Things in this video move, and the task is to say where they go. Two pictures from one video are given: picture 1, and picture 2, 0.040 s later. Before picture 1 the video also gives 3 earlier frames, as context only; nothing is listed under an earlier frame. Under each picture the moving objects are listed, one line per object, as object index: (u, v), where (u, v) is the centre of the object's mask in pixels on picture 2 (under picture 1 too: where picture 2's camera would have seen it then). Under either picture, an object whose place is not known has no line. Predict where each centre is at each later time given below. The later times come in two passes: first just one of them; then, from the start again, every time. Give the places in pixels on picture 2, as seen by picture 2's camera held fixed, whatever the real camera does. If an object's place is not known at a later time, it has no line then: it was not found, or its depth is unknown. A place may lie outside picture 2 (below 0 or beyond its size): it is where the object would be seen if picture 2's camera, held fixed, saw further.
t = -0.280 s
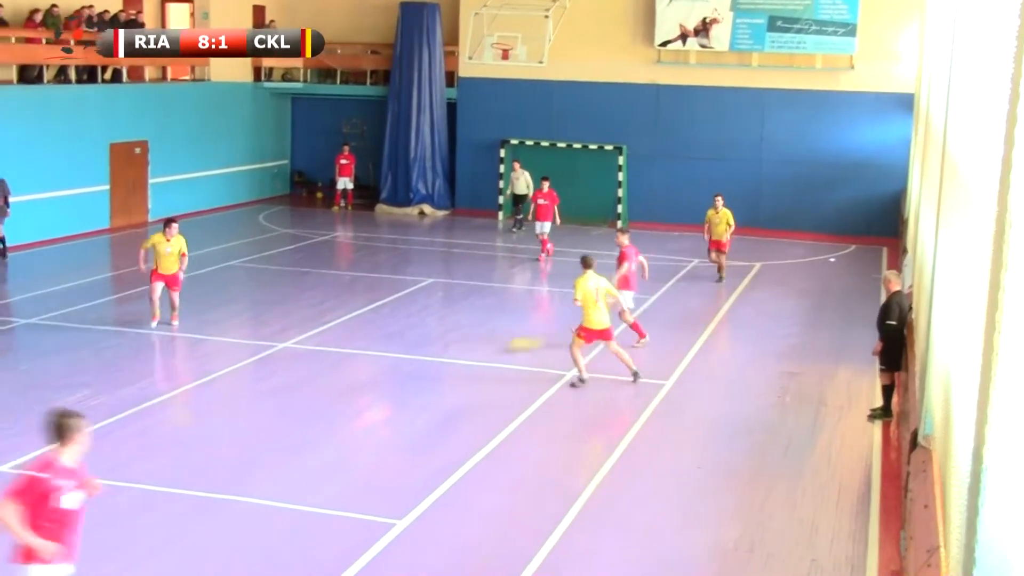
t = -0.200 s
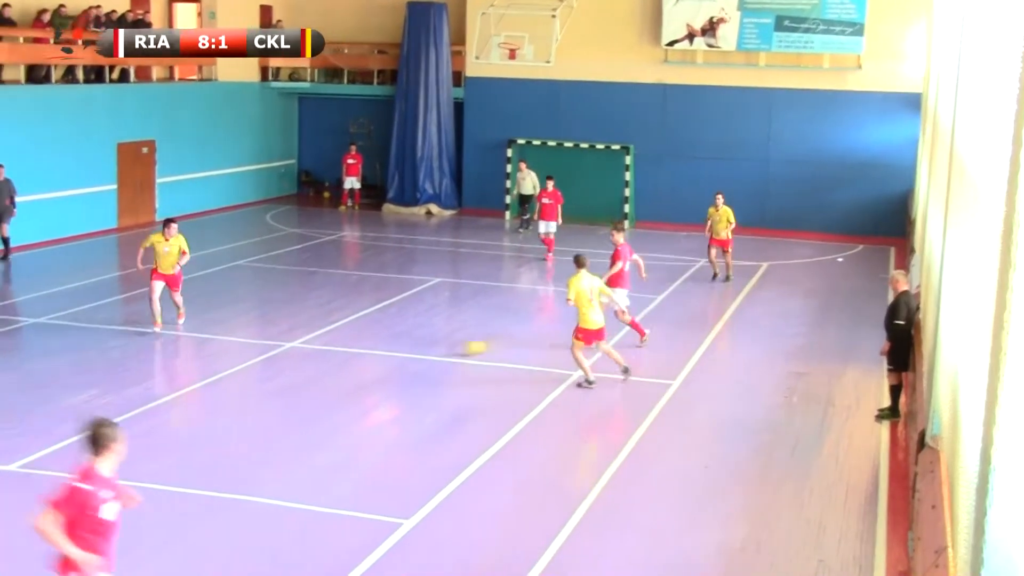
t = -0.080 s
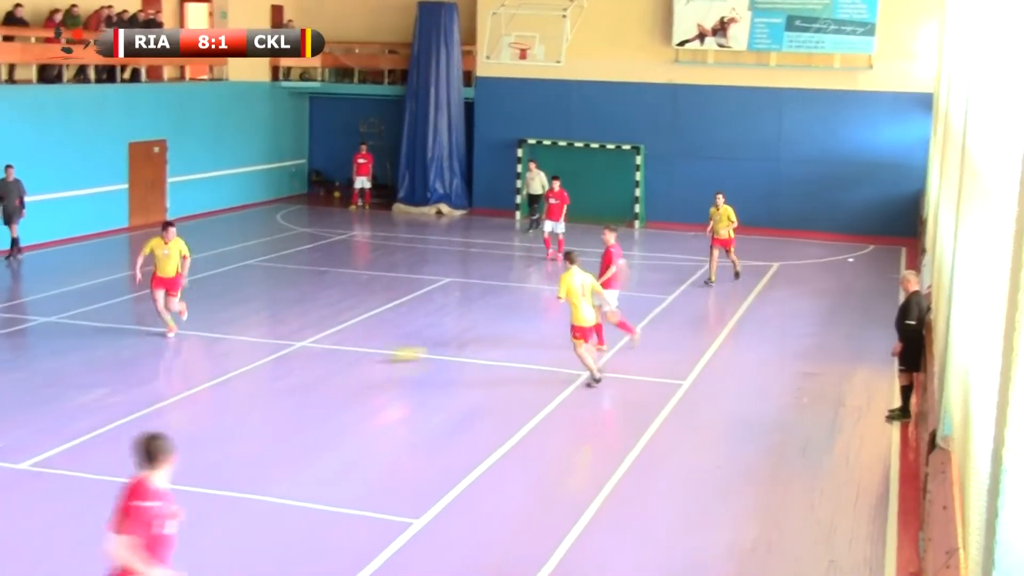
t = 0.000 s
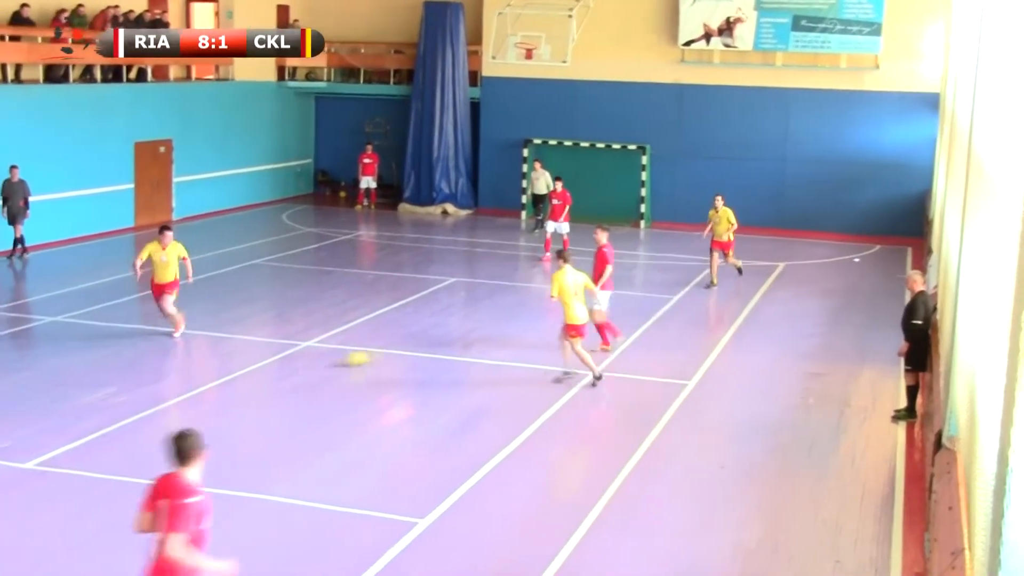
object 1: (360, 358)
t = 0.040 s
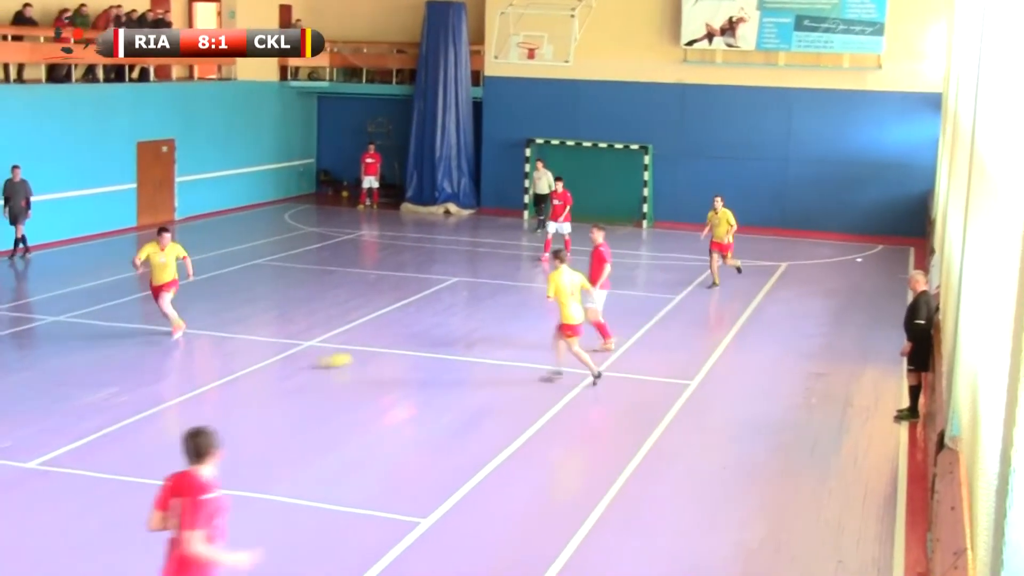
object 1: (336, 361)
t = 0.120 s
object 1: (283, 365)
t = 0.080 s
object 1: (309, 362)
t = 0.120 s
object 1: (283, 365)
